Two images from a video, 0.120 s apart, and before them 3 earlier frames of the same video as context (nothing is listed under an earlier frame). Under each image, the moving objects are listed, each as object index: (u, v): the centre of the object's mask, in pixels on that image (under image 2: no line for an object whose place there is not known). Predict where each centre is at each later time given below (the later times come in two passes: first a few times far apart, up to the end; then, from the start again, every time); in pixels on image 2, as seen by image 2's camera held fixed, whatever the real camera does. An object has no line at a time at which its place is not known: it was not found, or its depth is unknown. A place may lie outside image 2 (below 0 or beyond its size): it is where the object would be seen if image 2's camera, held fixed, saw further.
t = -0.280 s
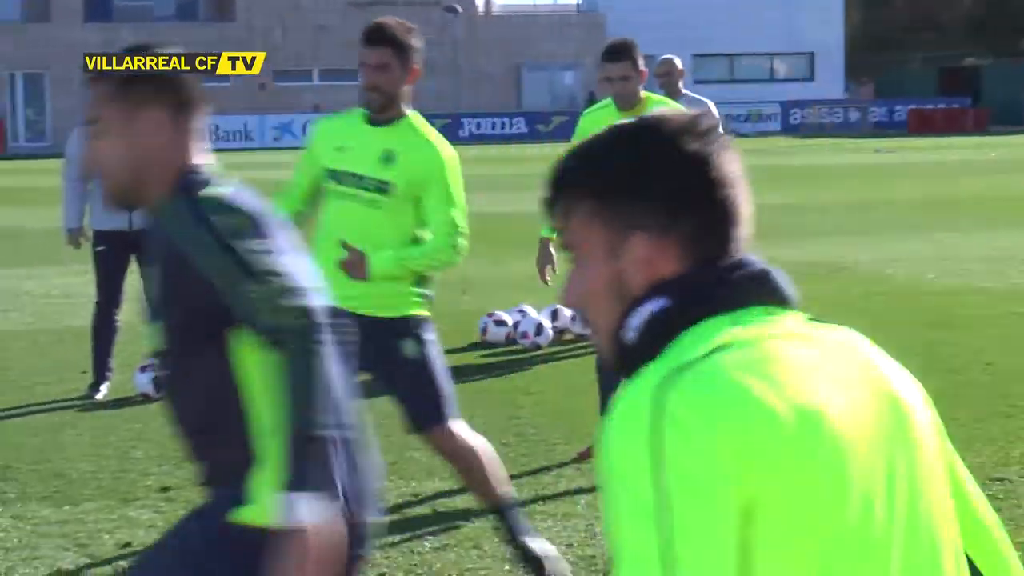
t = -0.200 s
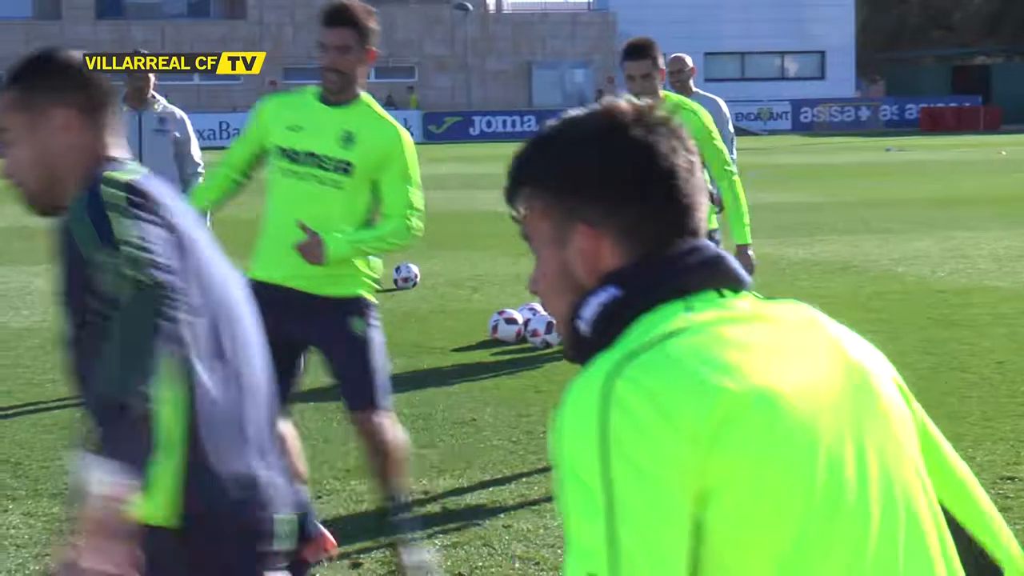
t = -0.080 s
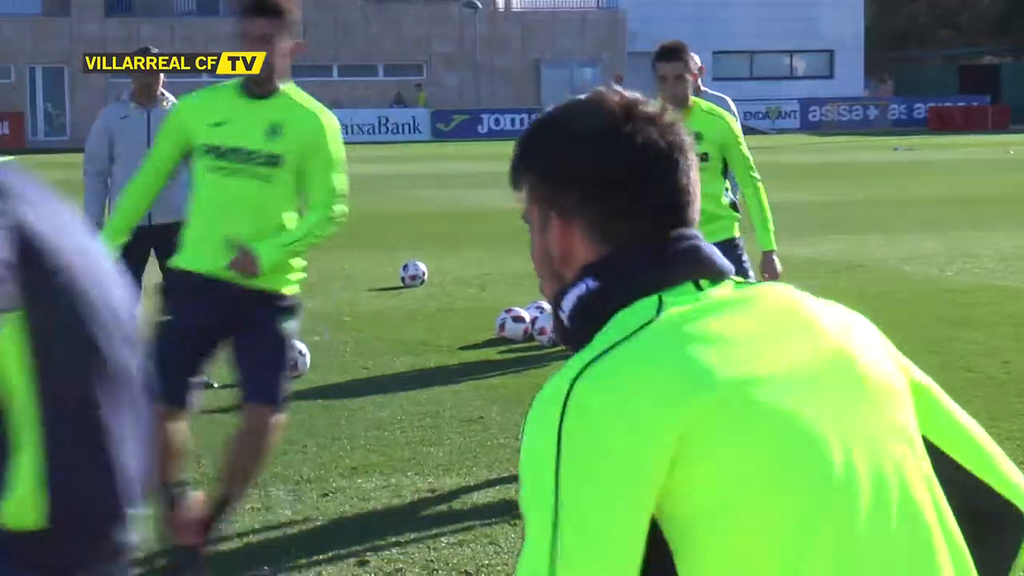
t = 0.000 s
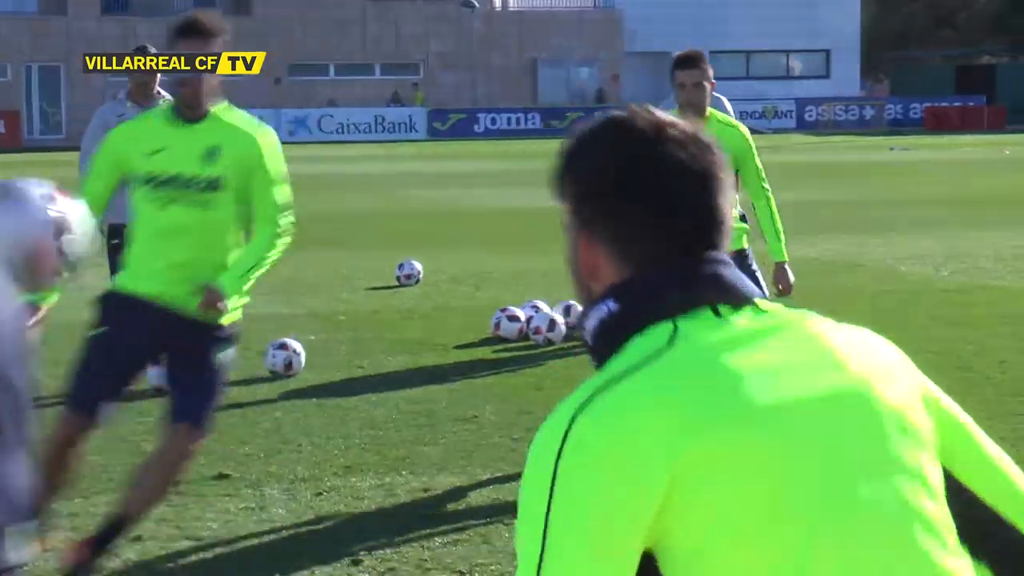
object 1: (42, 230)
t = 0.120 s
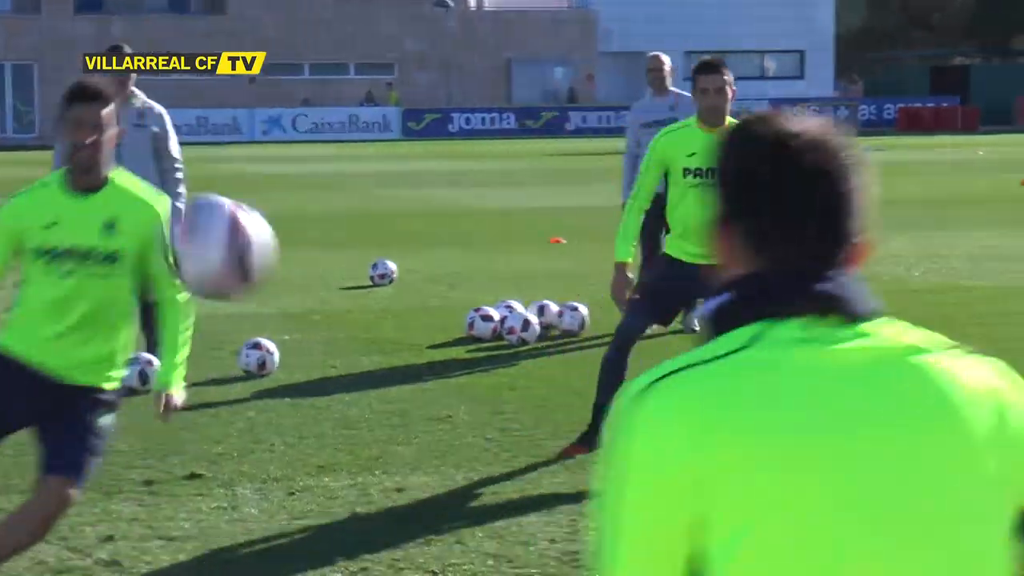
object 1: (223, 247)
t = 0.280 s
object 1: (445, 346)
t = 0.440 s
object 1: (623, 507)
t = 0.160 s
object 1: (281, 265)
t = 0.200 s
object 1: (337, 285)
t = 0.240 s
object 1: (391, 314)
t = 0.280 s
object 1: (445, 346)
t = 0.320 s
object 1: (491, 379)
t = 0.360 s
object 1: (536, 418)
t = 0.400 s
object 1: (580, 464)
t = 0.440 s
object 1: (623, 507)
